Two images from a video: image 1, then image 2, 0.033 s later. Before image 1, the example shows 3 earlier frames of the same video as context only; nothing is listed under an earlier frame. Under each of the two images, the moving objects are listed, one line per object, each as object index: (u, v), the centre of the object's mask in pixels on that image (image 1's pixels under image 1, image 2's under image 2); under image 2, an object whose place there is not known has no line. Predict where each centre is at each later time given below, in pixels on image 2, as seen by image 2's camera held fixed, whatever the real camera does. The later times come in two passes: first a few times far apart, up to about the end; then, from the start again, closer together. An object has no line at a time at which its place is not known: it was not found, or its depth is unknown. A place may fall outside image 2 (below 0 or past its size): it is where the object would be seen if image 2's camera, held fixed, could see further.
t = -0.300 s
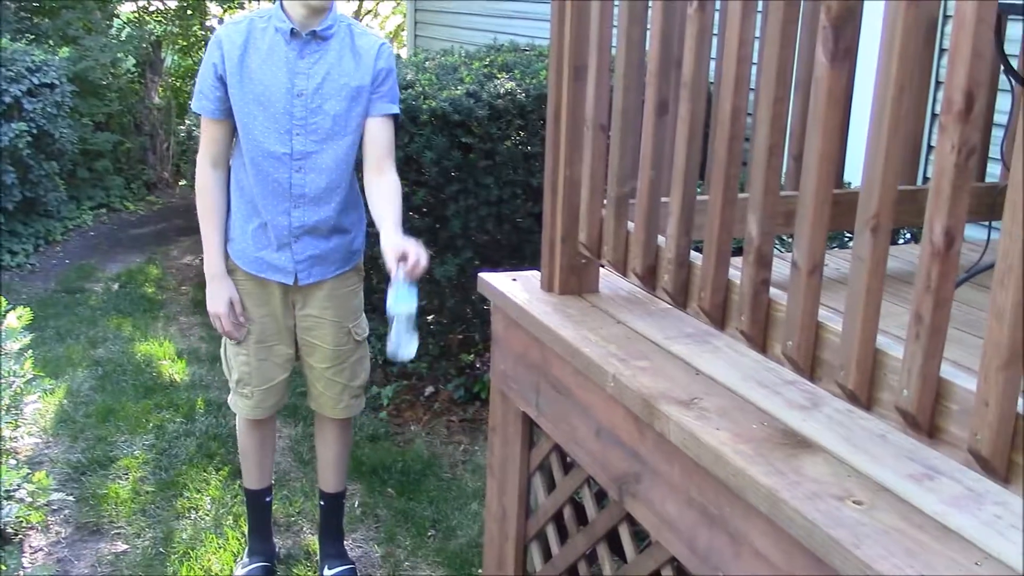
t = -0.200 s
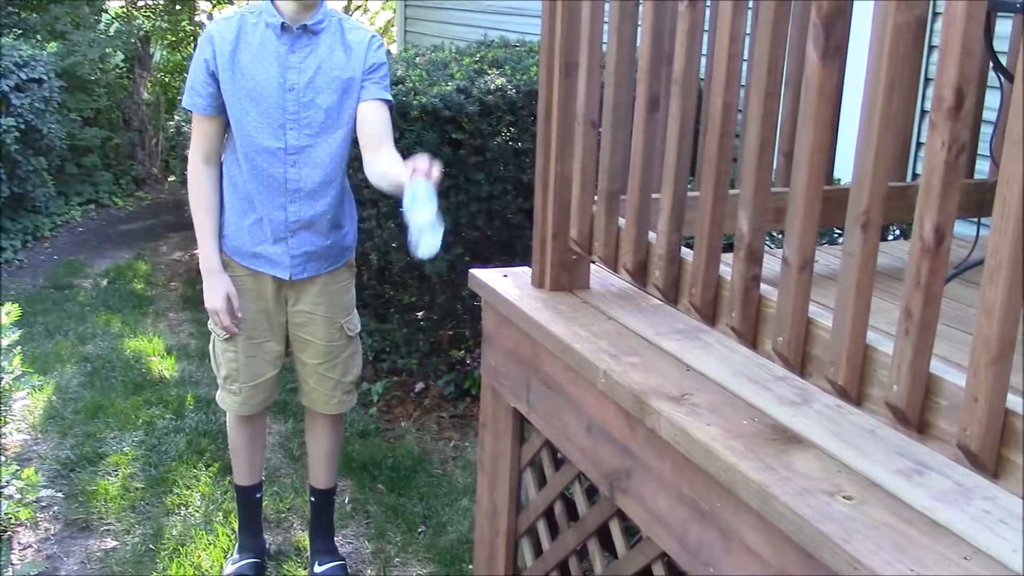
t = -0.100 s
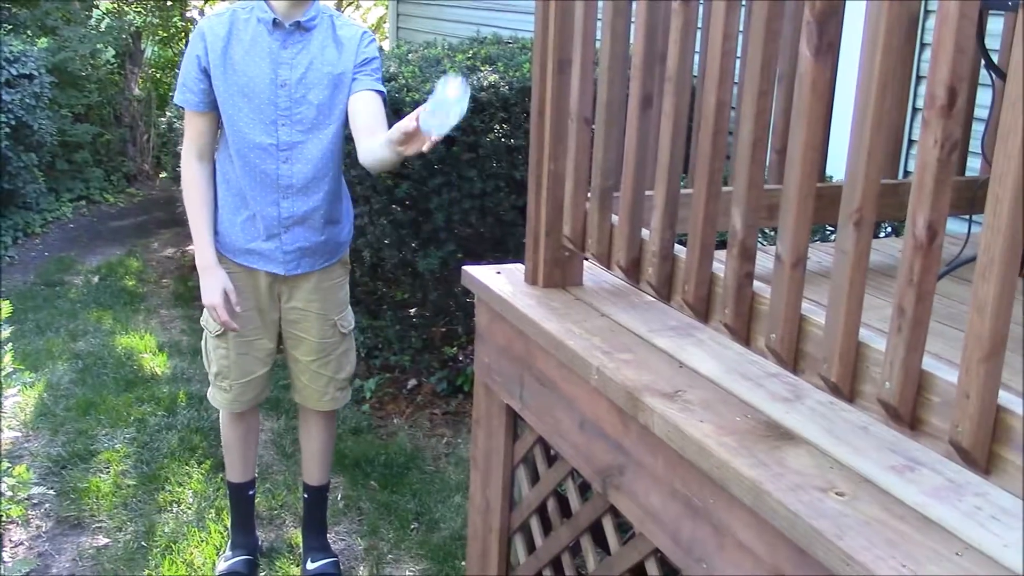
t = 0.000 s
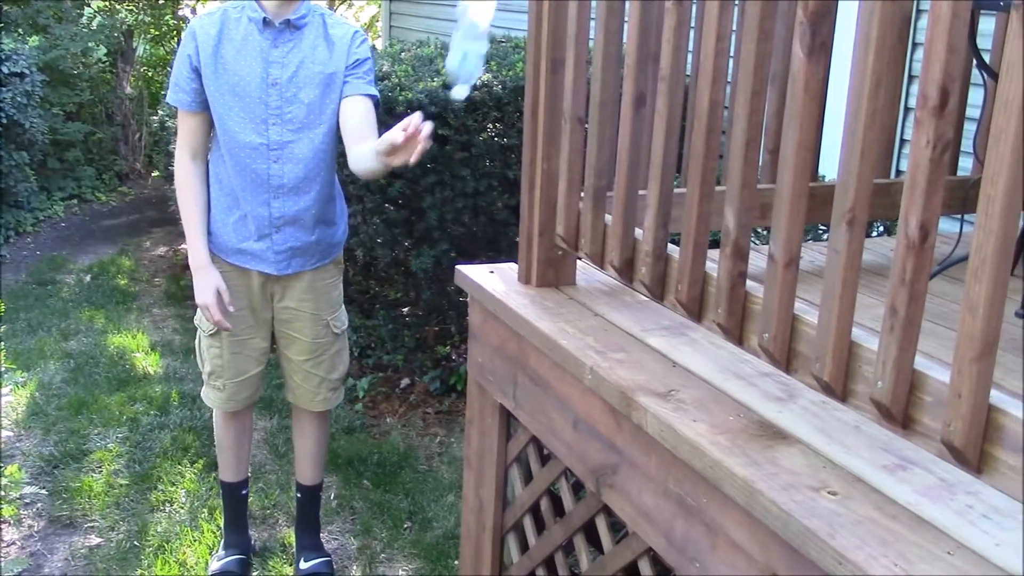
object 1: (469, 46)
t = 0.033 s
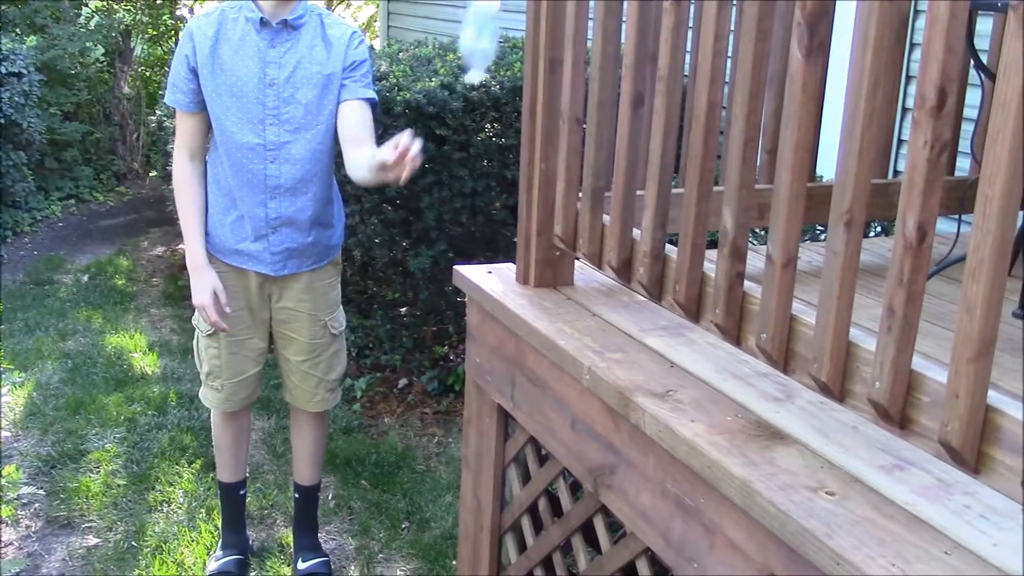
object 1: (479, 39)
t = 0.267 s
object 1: (578, 20)
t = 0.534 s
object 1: (647, 312)
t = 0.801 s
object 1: (651, 314)
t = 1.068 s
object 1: (652, 314)
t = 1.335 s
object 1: (652, 314)
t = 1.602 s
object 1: (652, 314)
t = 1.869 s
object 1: (651, 314)
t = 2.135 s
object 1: (652, 314)
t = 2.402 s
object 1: (652, 314)
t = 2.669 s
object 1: (652, 314)
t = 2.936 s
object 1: (652, 314)
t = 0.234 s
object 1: (565, 6)
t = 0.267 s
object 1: (578, 20)
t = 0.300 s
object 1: (593, 40)
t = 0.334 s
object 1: (605, 75)
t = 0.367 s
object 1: (616, 121)
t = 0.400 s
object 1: (625, 177)
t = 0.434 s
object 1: (634, 240)
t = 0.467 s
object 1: (642, 304)
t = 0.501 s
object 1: (646, 312)
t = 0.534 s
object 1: (647, 312)
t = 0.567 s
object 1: (650, 313)
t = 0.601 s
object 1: (653, 313)
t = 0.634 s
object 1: (652, 314)
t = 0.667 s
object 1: (651, 314)
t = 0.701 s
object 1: (651, 314)
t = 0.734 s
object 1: (651, 314)
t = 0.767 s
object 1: (651, 315)
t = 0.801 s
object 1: (651, 314)
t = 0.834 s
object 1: (652, 314)
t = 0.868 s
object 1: (652, 314)
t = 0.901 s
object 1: (652, 314)
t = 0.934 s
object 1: (652, 314)
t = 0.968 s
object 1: (652, 314)
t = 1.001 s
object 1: (652, 314)
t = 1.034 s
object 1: (652, 314)
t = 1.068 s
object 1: (652, 314)
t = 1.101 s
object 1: (652, 314)
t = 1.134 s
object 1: (651, 314)
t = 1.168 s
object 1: (652, 314)
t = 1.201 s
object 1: (652, 314)
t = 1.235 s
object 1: (651, 314)
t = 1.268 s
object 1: (651, 314)
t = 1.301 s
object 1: (652, 314)
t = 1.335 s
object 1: (652, 314)
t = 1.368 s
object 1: (652, 314)
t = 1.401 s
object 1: (651, 314)
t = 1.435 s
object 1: (652, 314)
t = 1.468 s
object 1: (652, 314)
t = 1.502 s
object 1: (652, 314)
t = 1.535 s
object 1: (652, 314)
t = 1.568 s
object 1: (651, 314)
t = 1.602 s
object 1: (652, 314)
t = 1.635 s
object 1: (652, 314)
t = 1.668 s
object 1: (652, 314)
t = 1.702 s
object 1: (652, 314)
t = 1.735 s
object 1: (652, 314)
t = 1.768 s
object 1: (652, 314)
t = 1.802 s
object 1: (652, 314)
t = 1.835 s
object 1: (652, 314)
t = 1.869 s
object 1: (651, 314)
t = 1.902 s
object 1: (652, 314)
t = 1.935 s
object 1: (652, 314)
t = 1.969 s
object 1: (652, 314)
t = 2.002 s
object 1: (652, 314)
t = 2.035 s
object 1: (652, 314)
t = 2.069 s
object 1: (652, 314)
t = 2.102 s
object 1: (652, 314)
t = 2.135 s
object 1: (652, 314)
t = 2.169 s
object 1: (652, 314)
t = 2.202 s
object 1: (652, 314)
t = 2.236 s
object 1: (652, 314)
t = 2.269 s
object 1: (652, 314)
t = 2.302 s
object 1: (652, 314)
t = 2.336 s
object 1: (652, 314)
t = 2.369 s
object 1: (652, 314)
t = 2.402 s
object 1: (652, 314)
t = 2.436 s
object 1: (652, 314)
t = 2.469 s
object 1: (651, 314)
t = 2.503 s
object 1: (651, 314)
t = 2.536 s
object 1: (651, 314)
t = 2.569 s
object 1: (652, 314)
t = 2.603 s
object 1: (652, 314)
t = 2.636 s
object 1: (652, 314)
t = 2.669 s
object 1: (652, 314)
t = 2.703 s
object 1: (652, 314)
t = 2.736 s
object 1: (652, 314)
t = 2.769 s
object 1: (652, 314)
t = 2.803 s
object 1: (652, 314)
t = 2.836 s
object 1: (652, 314)
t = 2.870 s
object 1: (652, 314)
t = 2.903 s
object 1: (652, 314)
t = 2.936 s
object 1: (652, 314)
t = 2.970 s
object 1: (652, 314)
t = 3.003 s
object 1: (652, 314)
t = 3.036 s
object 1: (652, 314)
